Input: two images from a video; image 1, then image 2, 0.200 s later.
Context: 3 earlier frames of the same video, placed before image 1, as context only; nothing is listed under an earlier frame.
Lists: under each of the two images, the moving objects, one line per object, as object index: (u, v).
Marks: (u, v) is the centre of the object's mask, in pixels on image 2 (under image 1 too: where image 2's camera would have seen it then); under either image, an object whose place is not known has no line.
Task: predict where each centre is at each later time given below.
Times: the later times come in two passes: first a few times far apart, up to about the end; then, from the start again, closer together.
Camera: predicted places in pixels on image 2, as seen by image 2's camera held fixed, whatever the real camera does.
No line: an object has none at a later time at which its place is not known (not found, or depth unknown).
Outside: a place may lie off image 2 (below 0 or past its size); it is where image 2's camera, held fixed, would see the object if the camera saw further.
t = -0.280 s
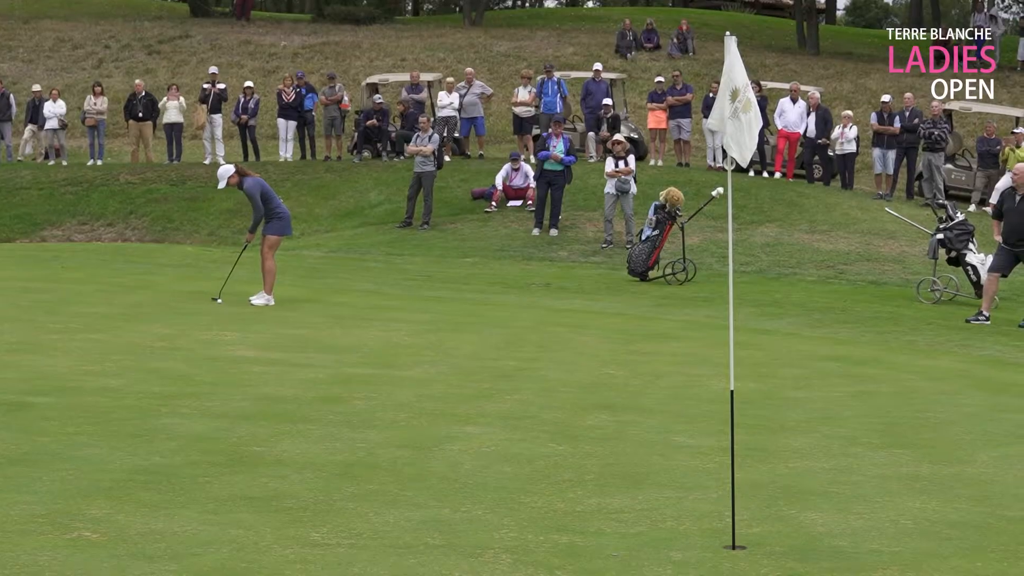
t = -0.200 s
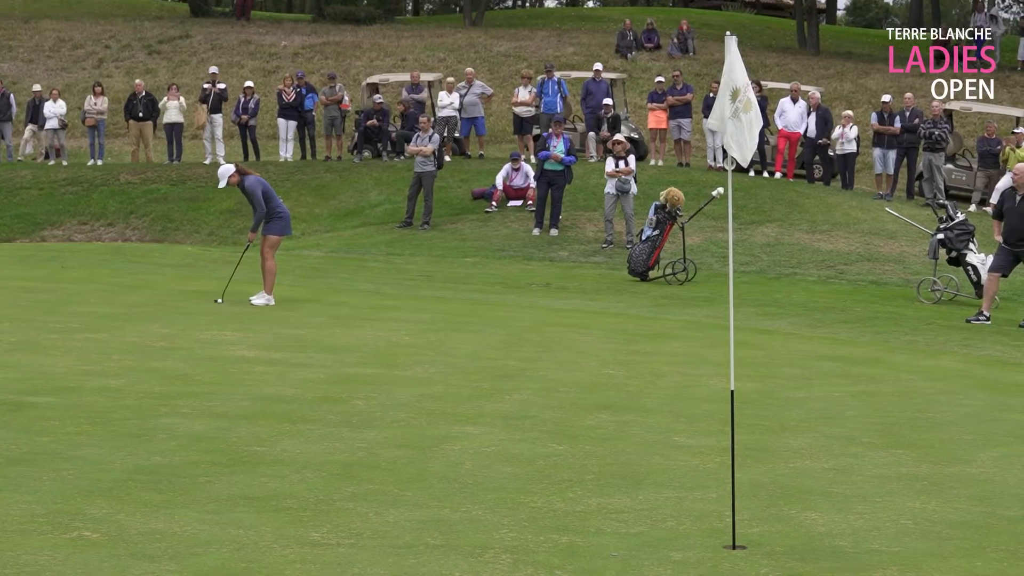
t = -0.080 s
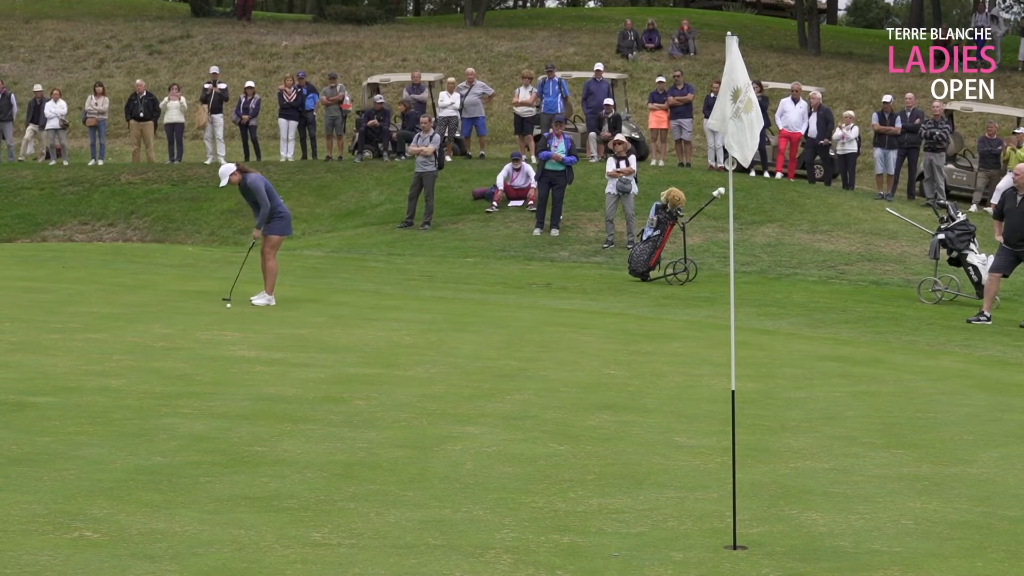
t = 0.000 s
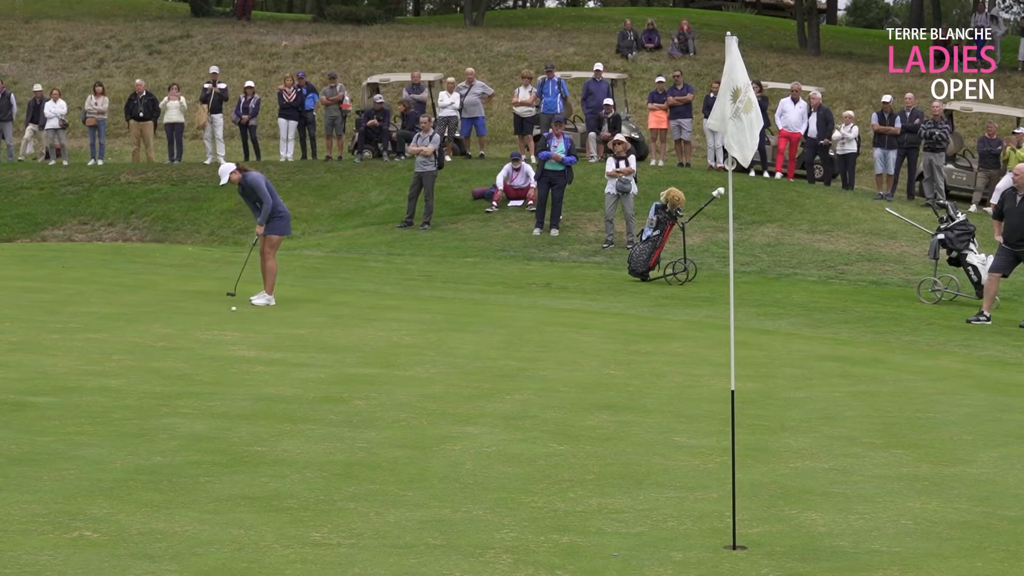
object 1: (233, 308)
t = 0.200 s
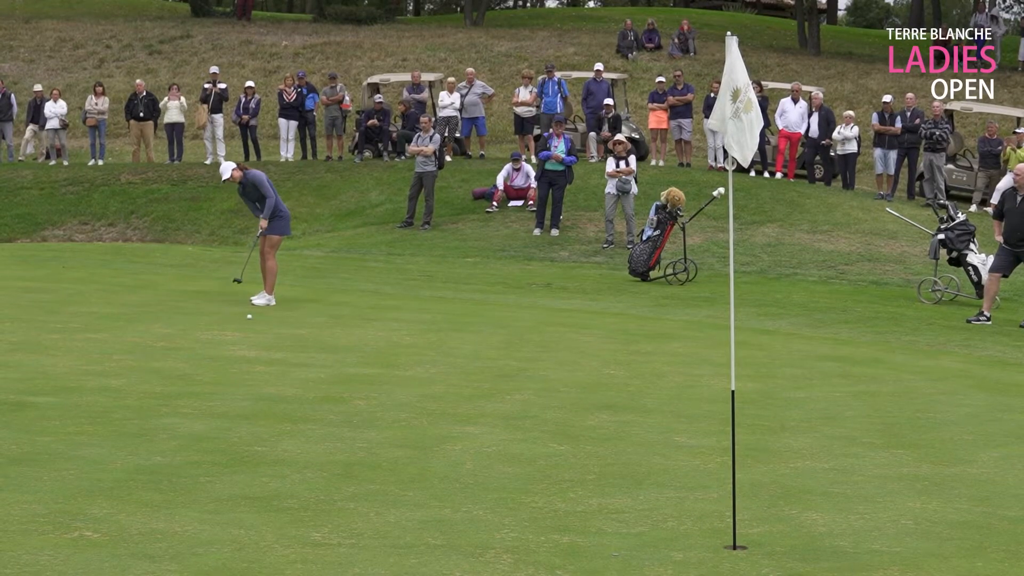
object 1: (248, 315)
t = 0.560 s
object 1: (282, 332)
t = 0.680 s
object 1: (294, 339)
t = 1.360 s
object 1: (385, 381)
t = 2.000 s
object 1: (482, 425)
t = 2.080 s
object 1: (494, 430)
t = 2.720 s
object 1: (587, 473)
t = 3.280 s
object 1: (647, 505)
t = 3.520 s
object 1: (658, 516)
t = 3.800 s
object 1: (662, 523)
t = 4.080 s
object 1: (666, 528)
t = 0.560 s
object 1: (282, 332)
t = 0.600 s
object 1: (286, 335)
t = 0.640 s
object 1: (290, 336)
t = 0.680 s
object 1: (294, 339)
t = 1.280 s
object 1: (374, 376)
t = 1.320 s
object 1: (379, 379)
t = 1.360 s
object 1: (385, 381)
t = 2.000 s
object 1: (482, 425)
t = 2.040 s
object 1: (488, 427)
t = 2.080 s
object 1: (494, 430)
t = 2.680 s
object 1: (582, 470)
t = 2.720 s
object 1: (587, 473)
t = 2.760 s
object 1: (594, 476)
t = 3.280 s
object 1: (647, 505)
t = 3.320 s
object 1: (650, 507)
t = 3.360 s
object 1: (652, 509)
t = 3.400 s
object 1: (654, 510)
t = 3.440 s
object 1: (656, 513)
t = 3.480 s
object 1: (657, 515)
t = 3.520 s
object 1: (658, 516)
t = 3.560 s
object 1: (658, 517)
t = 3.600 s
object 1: (659, 518)
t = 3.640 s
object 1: (660, 519)
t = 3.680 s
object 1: (660, 520)
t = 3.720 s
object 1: (661, 521)
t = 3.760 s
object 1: (662, 522)
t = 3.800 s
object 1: (662, 523)
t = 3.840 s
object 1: (663, 524)
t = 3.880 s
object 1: (663, 524)
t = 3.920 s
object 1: (664, 525)
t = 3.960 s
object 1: (664, 526)
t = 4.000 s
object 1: (665, 527)
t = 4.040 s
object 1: (666, 528)
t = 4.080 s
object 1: (666, 528)
